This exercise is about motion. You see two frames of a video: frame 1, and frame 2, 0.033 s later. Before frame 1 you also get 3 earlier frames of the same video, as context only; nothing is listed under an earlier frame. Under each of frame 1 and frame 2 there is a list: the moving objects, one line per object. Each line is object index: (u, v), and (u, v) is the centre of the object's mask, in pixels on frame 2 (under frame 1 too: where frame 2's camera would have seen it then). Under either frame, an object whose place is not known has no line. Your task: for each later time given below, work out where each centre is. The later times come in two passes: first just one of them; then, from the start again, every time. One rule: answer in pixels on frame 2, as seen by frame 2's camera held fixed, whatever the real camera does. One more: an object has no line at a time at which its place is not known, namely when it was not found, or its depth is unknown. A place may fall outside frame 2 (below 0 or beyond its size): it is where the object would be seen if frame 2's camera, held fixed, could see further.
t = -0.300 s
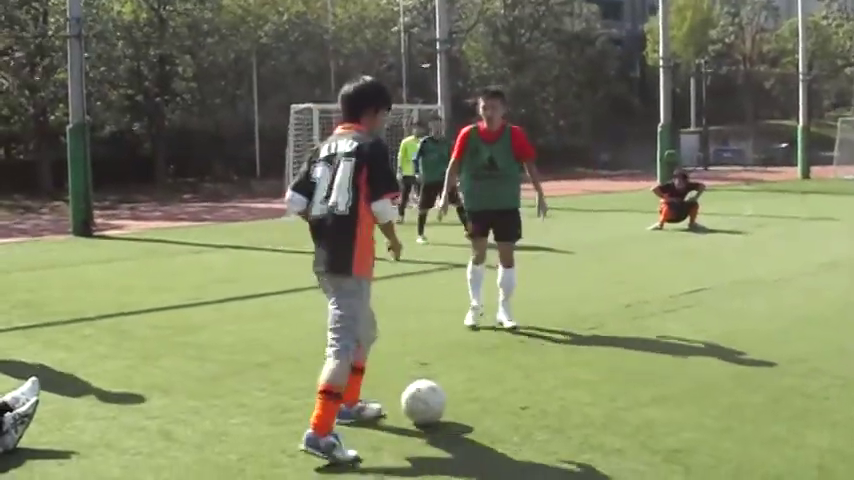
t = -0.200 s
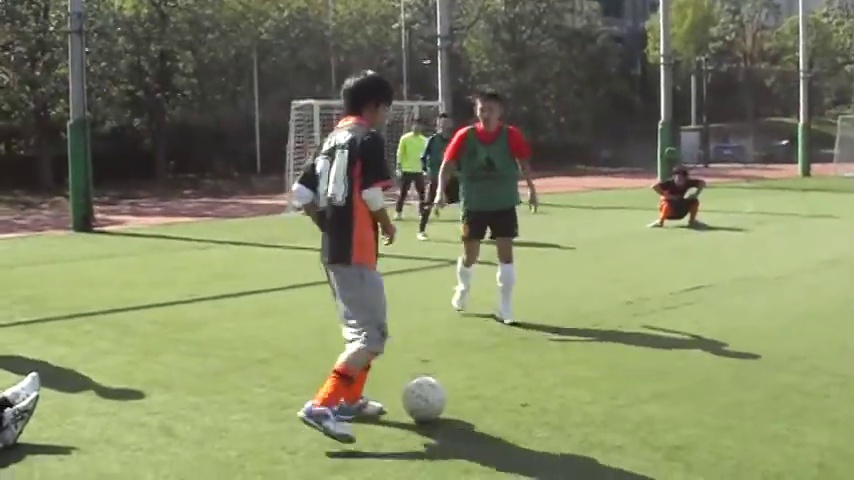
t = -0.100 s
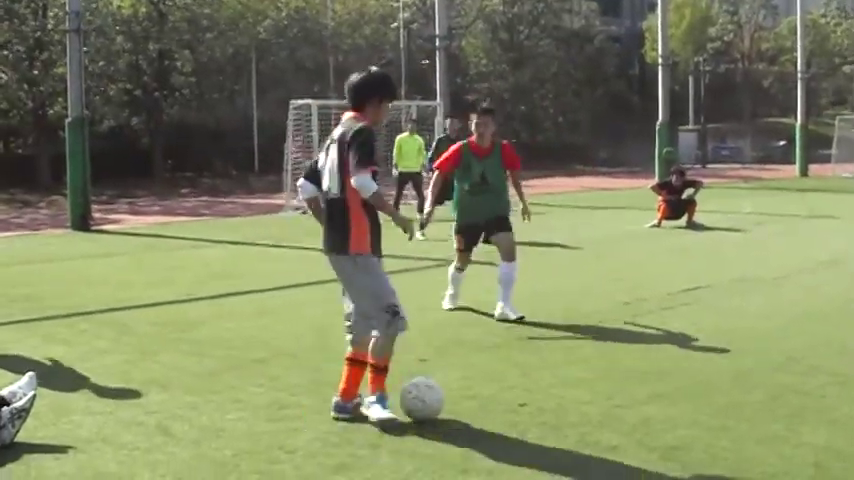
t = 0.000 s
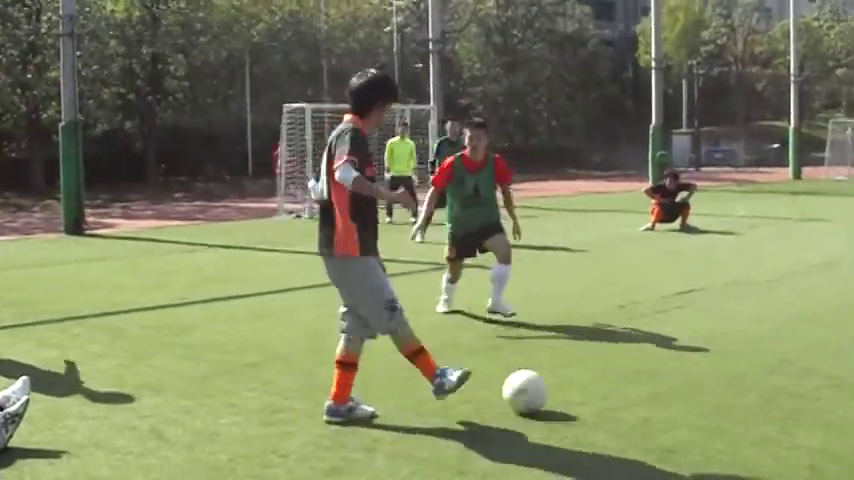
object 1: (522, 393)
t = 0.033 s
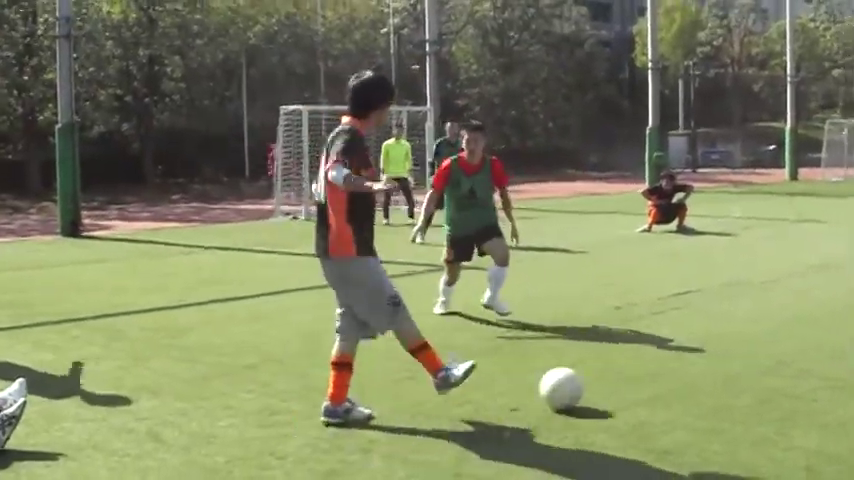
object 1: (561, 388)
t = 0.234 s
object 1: (748, 367)
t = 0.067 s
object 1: (597, 384)
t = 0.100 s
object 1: (631, 380)
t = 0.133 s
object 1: (663, 376)
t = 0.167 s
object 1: (693, 373)
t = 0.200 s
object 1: (722, 370)
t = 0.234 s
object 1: (748, 367)
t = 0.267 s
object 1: (774, 364)
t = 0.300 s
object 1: (797, 362)
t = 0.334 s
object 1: (820, 359)
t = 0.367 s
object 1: (842, 356)
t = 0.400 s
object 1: (865, 354)
